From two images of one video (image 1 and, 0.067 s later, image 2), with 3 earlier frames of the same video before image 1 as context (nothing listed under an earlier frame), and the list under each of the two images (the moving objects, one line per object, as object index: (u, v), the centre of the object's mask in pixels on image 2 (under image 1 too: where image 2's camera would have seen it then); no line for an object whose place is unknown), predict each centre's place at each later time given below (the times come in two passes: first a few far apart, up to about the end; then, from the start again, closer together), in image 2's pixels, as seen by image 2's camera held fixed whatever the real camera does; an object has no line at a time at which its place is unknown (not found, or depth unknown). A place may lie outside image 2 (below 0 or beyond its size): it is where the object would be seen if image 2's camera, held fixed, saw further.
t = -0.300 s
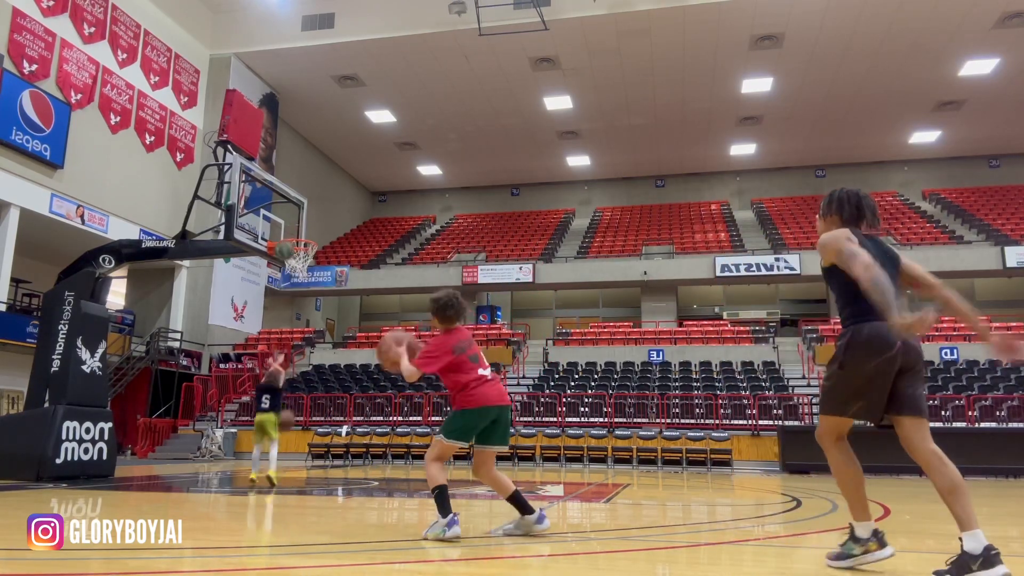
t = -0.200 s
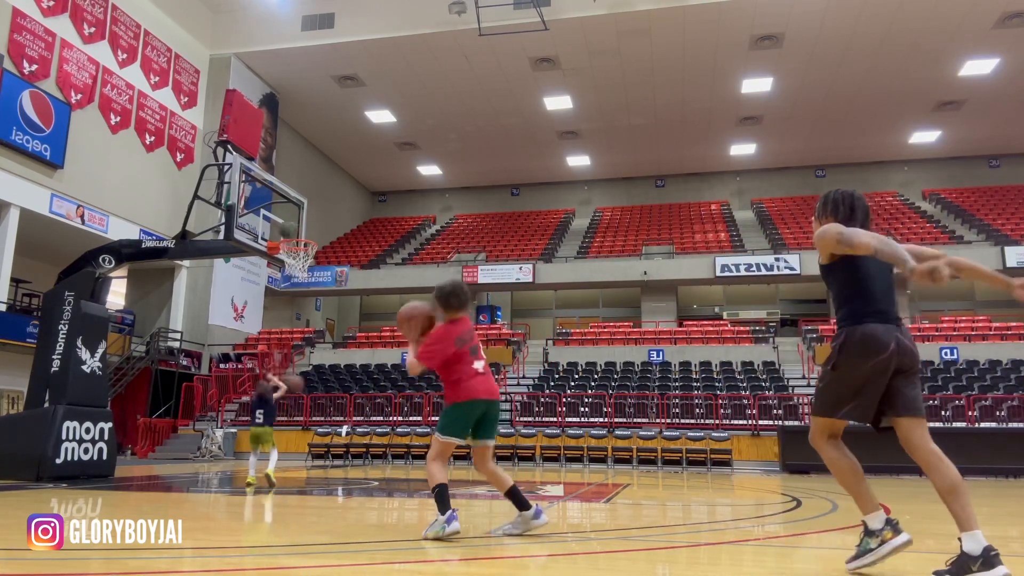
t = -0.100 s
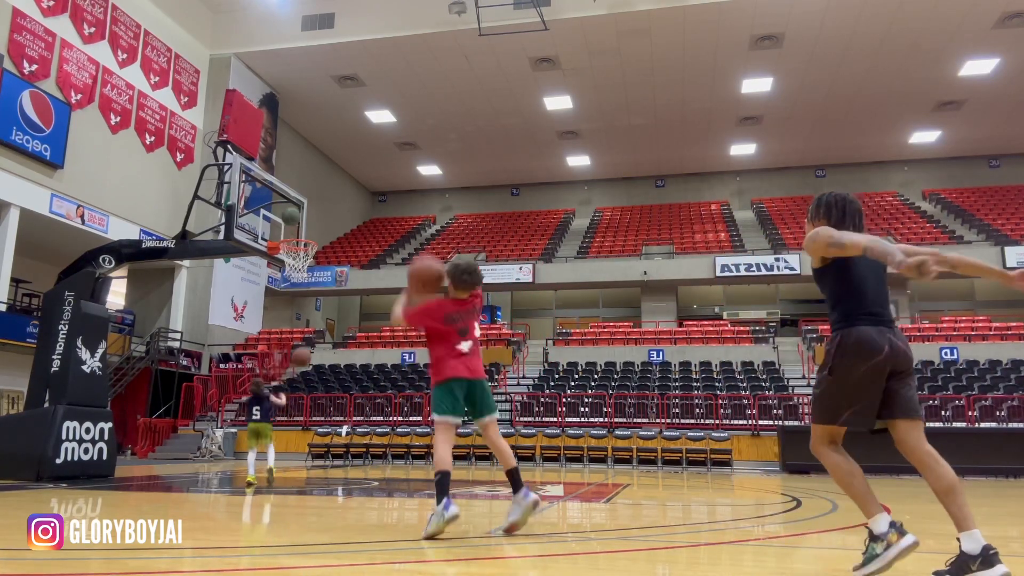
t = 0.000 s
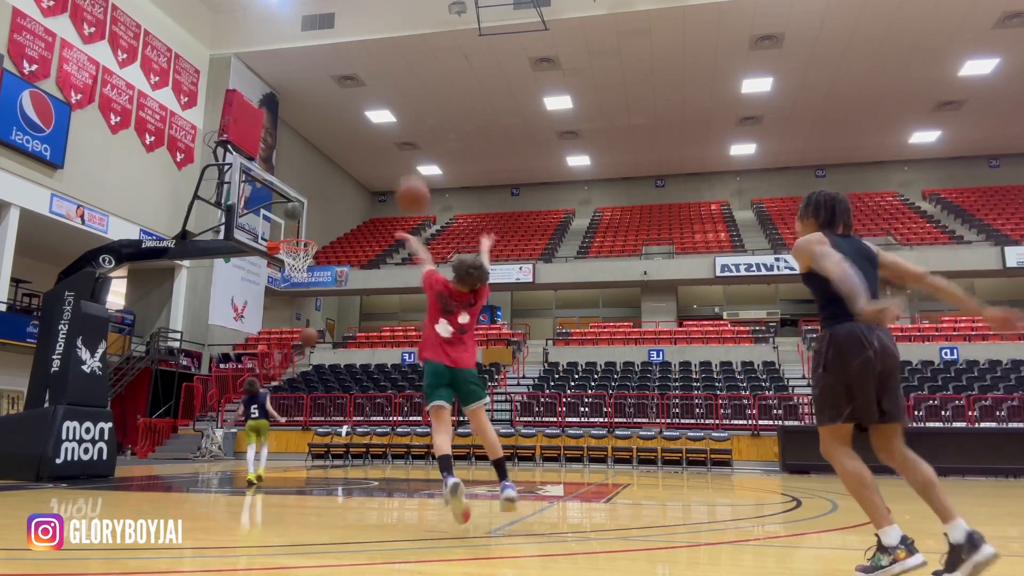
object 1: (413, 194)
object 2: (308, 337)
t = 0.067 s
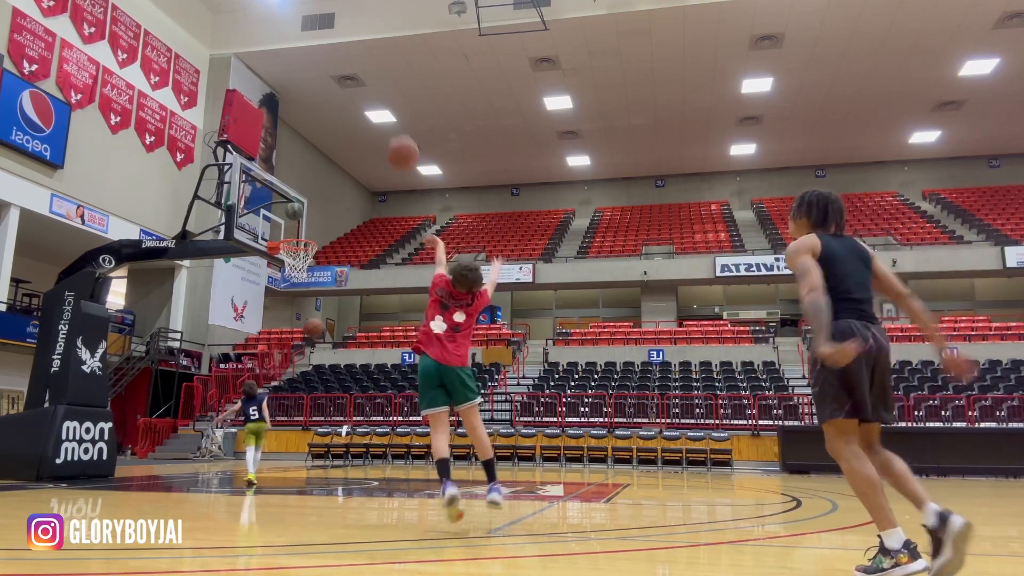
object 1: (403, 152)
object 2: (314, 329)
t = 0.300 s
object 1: (378, 78)
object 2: (327, 321)
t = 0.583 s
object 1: (356, 78)
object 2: (341, 373)
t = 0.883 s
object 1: (337, 138)
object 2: (355, 458)
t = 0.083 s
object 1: (401, 143)
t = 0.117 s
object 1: (398, 129)
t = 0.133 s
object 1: (396, 122)
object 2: (317, 324)
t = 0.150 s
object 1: (394, 115)
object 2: (319, 322)
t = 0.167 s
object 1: (391, 109)
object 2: (321, 320)
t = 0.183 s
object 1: (389, 103)
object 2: (321, 320)
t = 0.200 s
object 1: (388, 98)
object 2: (322, 319)
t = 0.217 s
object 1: (386, 94)
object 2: (323, 320)
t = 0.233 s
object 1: (384, 91)
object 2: (324, 320)
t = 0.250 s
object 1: (382, 87)
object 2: (325, 320)
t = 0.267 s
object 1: (380, 84)
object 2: (326, 320)
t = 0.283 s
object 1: (379, 81)
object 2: (326, 320)
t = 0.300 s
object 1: (378, 78)
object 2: (327, 321)
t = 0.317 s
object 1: (376, 76)
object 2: (328, 322)
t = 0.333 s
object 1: (375, 75)
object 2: (329, 324)
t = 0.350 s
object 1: (373, 73)
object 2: (330, 325)
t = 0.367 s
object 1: (372, 71)
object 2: (331, 327)
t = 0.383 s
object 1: (371, 71)
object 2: (332, 328)
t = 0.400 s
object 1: (369, 70)
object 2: (333, 330)
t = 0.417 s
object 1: (368, 69)
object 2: (333, 333)
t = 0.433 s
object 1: (367, 69)
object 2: (334, 335)
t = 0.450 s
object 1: (366, 69)
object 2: (334, 339)
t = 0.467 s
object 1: (364, 70)
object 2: (335, 343)
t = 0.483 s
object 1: (363, 70)
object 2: (337, 347)
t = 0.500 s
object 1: (362, 71)
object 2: (338, 350)
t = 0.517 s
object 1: (361, 72)
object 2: (339, 354)
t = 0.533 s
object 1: (360, 73)
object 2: (339, 358)
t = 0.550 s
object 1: (359, 74)
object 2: (340, 361)
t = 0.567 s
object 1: (357, 76)
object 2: (341, 367)
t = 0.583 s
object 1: (356, 78)
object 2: (341, 373)
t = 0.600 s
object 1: (355, 80)
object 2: (342, 378)
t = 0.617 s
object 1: (354, 81)
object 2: (343, 382)
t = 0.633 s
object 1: (352, 84)
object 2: (344, 387)
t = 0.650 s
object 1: (352, 86)
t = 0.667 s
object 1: (351, 89)
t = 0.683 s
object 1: (349, 92)
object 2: (345, 406)
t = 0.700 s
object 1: (348, 95)
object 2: (346, 412)
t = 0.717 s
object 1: (347, 98)
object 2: (347, 419)
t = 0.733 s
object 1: (346, 101)
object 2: (347, 427)
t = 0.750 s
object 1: (346, 105)
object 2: (348, 435)
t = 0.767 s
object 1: (344, 108)
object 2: (347, 443)
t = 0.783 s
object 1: (343, 112)
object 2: (348, 452)
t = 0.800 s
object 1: (342, 116)
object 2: (349, 460)
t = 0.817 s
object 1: (341, 121)
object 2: (350, 469)
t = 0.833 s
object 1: (340, 124)
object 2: (350, 477)
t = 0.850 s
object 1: (339, 129)
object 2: (352, 472)
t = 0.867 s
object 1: (338, 134)
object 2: (353, 466)
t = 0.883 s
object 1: (337, 138)
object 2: (355, 458)
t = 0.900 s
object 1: (336, 143)
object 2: (357, 453)
